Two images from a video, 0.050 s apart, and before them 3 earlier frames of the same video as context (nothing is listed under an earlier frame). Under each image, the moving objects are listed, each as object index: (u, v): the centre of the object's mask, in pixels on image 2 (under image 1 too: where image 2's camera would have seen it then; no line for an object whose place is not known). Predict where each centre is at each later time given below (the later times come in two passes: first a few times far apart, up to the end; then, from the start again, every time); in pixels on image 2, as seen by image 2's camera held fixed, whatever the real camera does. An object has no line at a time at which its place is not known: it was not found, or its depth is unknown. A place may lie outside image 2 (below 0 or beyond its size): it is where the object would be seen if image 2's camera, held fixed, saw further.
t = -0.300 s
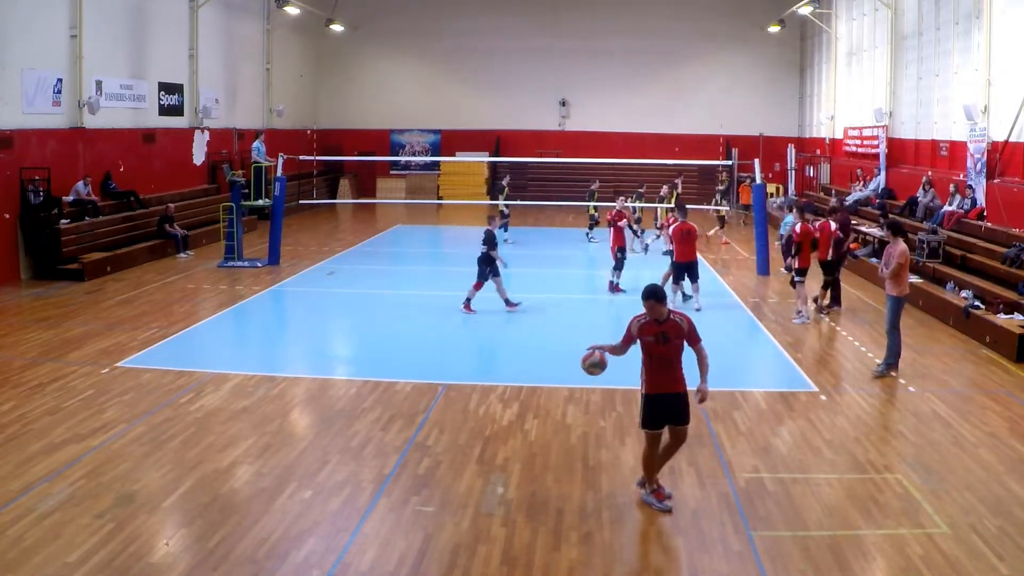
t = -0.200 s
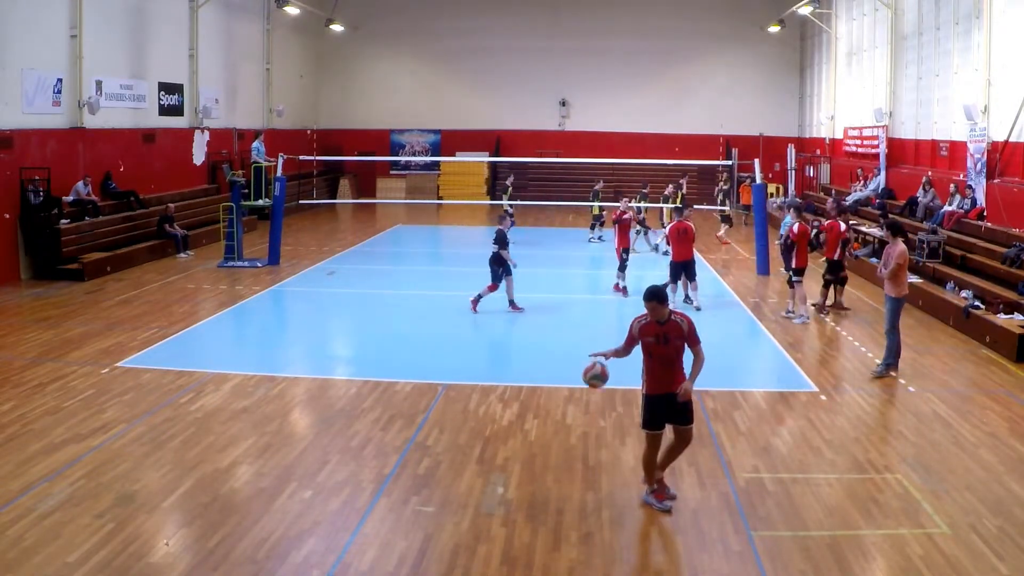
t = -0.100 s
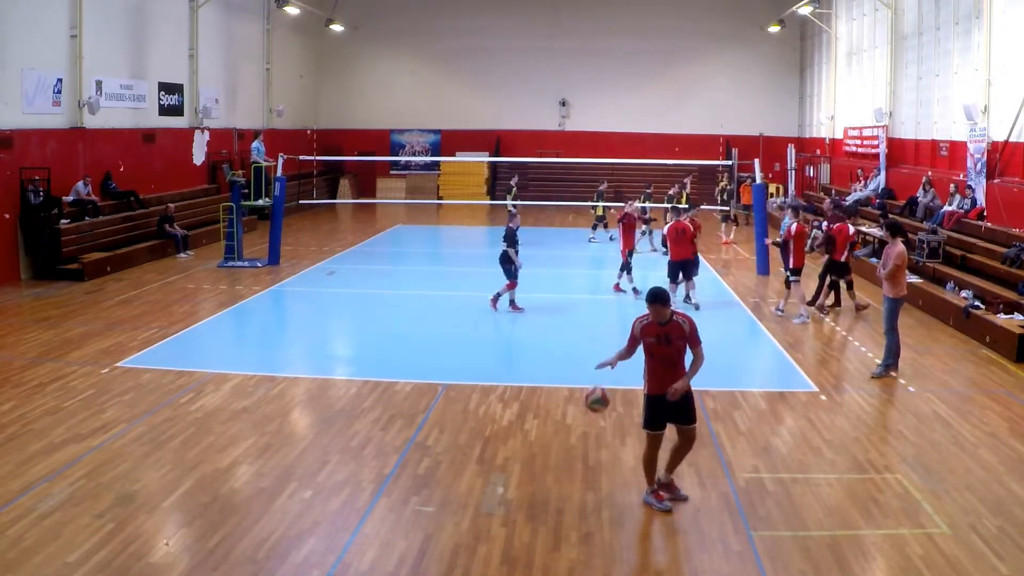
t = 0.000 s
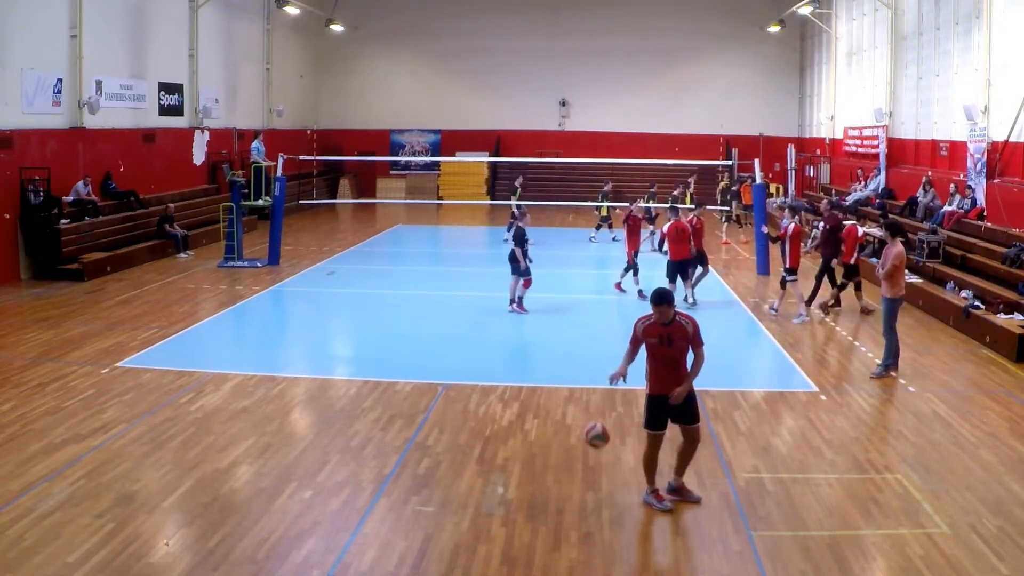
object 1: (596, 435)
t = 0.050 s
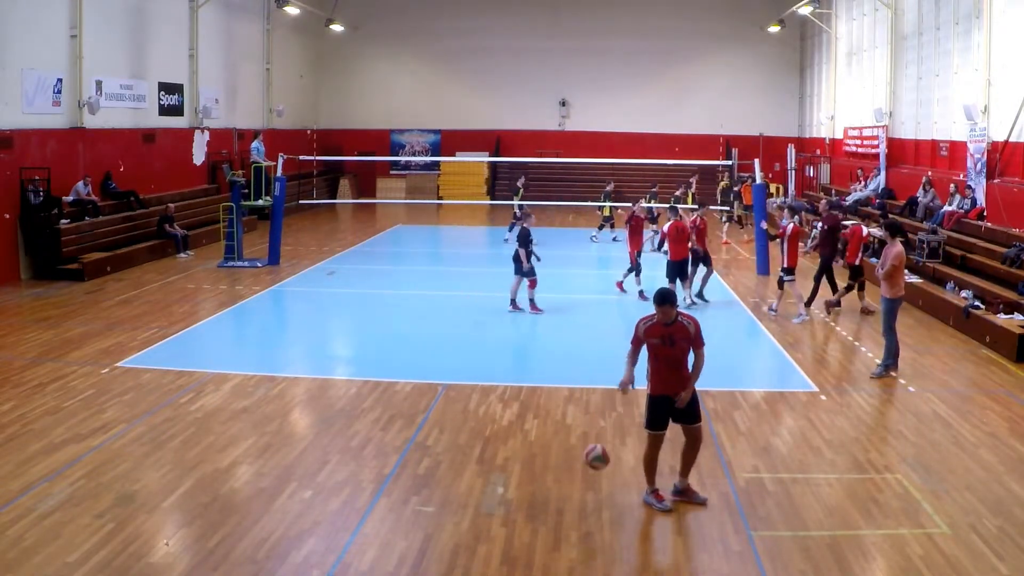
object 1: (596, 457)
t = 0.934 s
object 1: (609, 486)
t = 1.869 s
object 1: (623, 451)
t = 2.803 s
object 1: (634, 471)
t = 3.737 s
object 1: (643, 488)
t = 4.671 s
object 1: (647, 488)
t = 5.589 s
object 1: (636, 493)
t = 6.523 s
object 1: (627, 496)
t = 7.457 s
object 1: (626, 495)
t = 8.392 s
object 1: (626, 494)
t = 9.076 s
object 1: (627, 494)
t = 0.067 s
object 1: (596, 464)
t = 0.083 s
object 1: (596, 472)
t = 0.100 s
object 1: (596, 481)
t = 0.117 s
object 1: (596, 489)
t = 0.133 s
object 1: (596, 498)
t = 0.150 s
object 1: (596, 498)
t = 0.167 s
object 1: (597, 491)
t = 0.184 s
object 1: (598, 484)
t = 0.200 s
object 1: (598, 477)
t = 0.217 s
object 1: (599, 470)
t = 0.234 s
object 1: (599, 465)
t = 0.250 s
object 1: (600, 458)
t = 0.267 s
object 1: (601, 453)
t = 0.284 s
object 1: (600, 448)
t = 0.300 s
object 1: (601, 442)
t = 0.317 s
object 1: (601, 438)
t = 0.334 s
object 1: (602, 433)
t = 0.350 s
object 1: (602, 430)
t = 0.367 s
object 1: (603, 426)
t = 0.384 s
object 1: (603, 423)
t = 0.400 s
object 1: (603, 420)
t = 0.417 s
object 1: (604, 417)
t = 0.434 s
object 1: (604, 414)
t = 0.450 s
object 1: (605, 412)
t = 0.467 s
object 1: (605, 410)
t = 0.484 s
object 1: (605, 409)
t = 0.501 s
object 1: (606, 407)
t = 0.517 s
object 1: (606, 406)
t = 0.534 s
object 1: (606, 406)
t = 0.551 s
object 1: (606, 406)
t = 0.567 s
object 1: (607, 406)
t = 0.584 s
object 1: (607, 406)
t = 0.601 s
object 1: (607, 407)
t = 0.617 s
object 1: (607, 408)
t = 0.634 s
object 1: (607, 409)
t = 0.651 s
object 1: (608, 411)
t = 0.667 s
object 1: (608, 413)
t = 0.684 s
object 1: (608, 415)
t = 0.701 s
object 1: (608, 418)
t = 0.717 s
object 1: (609, 421)
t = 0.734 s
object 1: (609, 424)
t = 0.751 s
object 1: (609, 427)
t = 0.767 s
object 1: (609, 431)
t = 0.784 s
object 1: (609, 436)
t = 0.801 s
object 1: (609, 440)
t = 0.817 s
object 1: (609, 445)
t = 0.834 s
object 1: (609, 450)
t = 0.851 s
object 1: (609, 456)
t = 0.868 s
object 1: (609, 461)
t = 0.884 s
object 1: (609, 467)
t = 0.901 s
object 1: (609, 474)
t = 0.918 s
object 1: (609, 480)
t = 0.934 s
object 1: (609, 486)
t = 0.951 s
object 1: (609, 493)
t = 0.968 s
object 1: (609, 495)
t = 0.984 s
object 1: (610, 490)
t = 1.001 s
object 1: (610, 484)
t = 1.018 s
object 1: (610, 479)
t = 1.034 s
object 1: (611, 474)
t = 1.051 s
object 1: (611, 469)
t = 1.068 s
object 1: (611, 465)
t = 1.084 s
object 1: (612, 460)
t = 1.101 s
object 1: (612, 456)
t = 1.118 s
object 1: (613, 453)
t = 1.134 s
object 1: (613, 449)
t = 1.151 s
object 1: (613, 446)
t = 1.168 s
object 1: (614, 443)
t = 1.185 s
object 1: (614, 441)
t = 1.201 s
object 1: (614, 439)
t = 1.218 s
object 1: (614, 437)
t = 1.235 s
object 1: (615, 436)
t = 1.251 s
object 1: (615, 435)
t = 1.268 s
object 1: (616, 434)
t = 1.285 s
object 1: (616, 434)
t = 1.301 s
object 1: (616, 434)
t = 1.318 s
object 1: (616, 434)
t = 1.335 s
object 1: (616, 434)
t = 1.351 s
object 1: (616, 435)
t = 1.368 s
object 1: (617, 435)
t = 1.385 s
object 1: (617, 437)
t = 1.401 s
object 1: (618, 439)
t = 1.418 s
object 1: (617, 441)
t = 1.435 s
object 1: (618, 443)
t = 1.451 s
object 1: (618, 446)
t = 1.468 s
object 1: (618, 448)
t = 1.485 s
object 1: (618, 452)
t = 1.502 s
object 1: (618, 456)
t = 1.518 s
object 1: (618, 459)
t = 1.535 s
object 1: (618, 463)
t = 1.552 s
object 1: (618, 468)
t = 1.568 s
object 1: (618, 472)
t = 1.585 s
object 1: (618, 477)
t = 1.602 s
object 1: (618, 482)
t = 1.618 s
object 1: (618, 488)
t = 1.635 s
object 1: (618, 493)
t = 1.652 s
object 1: (619, 490)
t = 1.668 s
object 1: (619, 485)
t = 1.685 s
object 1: (619, 480)
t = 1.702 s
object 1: (620, 476)
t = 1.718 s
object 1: (620, 473)
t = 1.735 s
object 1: (621, 469)
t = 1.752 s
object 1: (621, 465)
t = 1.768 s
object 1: (621, 463)
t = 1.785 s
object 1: (621, 460)
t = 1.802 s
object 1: (622, 457)
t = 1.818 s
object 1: (622, 455)
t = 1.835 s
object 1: (622, 453)
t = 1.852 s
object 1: (622, 452)
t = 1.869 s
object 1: (623, 451)
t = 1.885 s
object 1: (623, 450)
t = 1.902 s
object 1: (623, 450)
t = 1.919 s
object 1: (623, 449)
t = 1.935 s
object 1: (623, 449)
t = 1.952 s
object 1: (624, 450)
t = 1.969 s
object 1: (624, 450)
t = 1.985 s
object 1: (624, 451)
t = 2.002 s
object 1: (624, 453)
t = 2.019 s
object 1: (624, 454)
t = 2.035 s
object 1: (625, 456)
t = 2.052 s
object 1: (625, 458)
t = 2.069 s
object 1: (625, 460)
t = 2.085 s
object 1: (625, 463)
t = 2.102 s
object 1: (625, 466)
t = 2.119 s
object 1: (625, 471)
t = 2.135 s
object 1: (625, 474)
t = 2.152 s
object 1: (625, 478)
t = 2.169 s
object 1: (625, 482)
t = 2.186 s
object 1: (625, 486)
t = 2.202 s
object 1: (625, 491)
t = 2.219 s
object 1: (625, 488)
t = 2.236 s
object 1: (625, 484)
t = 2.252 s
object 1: (626, 480)
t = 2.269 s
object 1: (626, 477)
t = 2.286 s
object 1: (626, 474)
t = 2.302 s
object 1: (627, 471)
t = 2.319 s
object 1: (627, 469)
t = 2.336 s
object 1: (628, 466)
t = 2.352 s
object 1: (628, 465)
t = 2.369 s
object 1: (628, 463)
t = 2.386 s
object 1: (629, 462)
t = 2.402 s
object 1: (629, 461)
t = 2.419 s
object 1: (629, 460)
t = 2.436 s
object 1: (630, 460)
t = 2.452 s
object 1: (630, 460)
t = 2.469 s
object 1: (630, 460)
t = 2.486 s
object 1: (630, 460)
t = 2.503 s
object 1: (631, 461)
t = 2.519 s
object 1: (631, 462)
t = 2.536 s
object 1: (631, 463)
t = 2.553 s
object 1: (631, 465)
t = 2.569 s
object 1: (631, 467)
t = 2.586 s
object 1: (631, 470)
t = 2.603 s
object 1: (631, 472)
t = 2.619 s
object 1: (632, 475)
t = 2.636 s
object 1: (632, 478)
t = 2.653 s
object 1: (632, 482)
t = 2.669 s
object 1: (632, 486)
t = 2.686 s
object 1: (632, 489)
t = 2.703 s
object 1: (632, 486)
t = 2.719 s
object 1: (633, 482)
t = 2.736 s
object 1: (633, 480)
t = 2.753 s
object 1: (633, 477)
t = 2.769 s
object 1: (634, 475)
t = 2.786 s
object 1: (634, 473)
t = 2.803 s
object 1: (634, 471)
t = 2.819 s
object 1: (635, 469)
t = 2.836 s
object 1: (635, 468)
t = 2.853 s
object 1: (635, 468)
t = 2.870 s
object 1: (635, 467)
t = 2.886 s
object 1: (635, 467)
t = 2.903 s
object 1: (636, 467)
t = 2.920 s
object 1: (636, 467)
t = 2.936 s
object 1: (636, 468)
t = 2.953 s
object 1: (636, 469)
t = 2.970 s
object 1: (636, 470)
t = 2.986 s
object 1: (636, 472)
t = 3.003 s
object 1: (636, 474)
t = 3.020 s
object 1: (637, 476)
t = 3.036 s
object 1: (637, 478)
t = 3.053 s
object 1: (637, 481)
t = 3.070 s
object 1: (636, 484)
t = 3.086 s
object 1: (637, 487)
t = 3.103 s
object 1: (637, 487)
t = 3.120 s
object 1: (637, 484)
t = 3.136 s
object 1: (637, 482)
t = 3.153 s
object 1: (638, 479)
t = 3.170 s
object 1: (638, 477)
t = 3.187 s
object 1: (638, 476)
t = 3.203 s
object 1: (638, 475)
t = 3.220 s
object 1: (639, 474)
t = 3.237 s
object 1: (639, 473)
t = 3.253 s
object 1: (639, 473)
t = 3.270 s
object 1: (639, 473)
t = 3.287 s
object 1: (639, 473)
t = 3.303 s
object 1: (640, 473)
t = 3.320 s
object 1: (640, 474)
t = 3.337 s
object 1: (640, 475)
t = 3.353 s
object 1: (640, 476)
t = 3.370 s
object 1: (640, 478)
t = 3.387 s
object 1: (640, 480)
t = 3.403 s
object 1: (640, 482)
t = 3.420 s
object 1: (640, 484)
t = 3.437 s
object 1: (640, 488)
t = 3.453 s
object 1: (640, 487)
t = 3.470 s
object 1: (641, 484)
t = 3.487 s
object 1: (641, 482)
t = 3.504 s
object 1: (641, 480)
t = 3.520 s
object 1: (641, 479)
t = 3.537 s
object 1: (642, 478)
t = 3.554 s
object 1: (642, 477)
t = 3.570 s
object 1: (642, 477)
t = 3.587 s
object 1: (642, 476)
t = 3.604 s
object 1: (642, 476)
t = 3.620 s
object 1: (643, 477)
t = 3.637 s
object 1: (643, 478)
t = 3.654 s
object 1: (643, 479)
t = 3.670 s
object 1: (643, 480)
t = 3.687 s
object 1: (643, 481)
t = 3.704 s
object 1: (643, 483)
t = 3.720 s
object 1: (643, 485)
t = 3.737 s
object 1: (643, 488)
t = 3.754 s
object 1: (643, 487)
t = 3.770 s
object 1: (644, 485)
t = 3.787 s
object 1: (644, 483)
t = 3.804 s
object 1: (644, 482)
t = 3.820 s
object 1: (644, 481)
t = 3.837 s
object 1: (644, 480)
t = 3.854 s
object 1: (644, 480)
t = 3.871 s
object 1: (645, 480)
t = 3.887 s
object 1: (645, 480)
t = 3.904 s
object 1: (645, 480)
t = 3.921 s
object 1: (645, 481)
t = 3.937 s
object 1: (645, 482)
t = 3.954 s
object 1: (645, 483)
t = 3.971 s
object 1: (645, 485)
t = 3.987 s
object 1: (645, 487)
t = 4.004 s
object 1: (645, 489)
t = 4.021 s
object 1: (645, 487)
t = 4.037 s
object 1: (645, 485)
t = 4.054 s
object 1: (646, 484)
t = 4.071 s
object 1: (646, 483)
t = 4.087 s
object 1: (646, 483)
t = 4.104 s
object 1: (646, 483)
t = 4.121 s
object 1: (646, 482)
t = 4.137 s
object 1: (646, 482)
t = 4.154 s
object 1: (646, 483)
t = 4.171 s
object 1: (646, 484)
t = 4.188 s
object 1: (646, 485)
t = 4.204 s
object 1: (646, 487)
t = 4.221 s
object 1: (646, 489)
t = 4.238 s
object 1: (646, 489)
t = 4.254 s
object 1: (646, 488)
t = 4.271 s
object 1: (647, 487)
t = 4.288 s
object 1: (647, 486)
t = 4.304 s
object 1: (647, 485)
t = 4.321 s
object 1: (647, 485)
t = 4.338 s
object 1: (647, 485)
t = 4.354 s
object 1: (647, 485)
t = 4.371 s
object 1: (647, 486)
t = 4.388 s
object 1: (647, 487)
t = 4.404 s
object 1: (647, 488)
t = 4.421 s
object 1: (647, 490)
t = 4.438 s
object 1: (647, 490)
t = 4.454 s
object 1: (647, 489)
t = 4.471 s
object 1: (647, 488)
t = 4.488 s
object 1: (647, 487)
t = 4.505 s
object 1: (647, 487)
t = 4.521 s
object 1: (647, 487)
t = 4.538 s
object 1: (647, 487)
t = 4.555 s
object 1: (647, 488)
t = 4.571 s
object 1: (647, 489)
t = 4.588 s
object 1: (647, 490)
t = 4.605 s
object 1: (647, 491)
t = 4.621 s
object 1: (647, 490)
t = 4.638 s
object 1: (647, 489)
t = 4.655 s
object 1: (647, 489)
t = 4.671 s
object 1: (647, 488)
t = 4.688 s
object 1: (647, 488)
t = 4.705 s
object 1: (647, 489)
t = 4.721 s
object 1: (647, 490)
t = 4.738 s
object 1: (646, 491)
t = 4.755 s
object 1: (646, 491)
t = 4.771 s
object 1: (646, 491)
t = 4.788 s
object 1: (646, 490)
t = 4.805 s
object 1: (646, 490)
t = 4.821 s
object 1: (646, 490)
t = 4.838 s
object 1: (646, 490)
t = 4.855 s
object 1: (646, 490)
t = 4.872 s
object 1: (646, 491)
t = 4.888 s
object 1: (646, 492)
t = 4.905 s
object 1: (645, 491)
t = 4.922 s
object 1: (645, 491)
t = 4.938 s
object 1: (645, 491)
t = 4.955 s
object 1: (645, 491)
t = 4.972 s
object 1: (645, 491)
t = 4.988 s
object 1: (645, 491)
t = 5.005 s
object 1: (644, 492)
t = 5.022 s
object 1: (644, 492)
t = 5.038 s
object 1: (644, 491)
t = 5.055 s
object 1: (644, 491)
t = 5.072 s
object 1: (644, 491)
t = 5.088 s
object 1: (644, 492)
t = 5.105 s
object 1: (643, 492)
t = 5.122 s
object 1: (643, 492)
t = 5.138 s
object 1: (643, 492)
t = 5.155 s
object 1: (643, 492)
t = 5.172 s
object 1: (642, 492)
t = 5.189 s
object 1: (642, 492)
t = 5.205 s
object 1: (642, 493)
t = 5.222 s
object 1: (642, 492)
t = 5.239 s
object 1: (642, 492)
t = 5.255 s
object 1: (641, 492)
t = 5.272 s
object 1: (641, 493)
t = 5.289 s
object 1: (641, 493)
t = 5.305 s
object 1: (640, 493)
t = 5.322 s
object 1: (640, 492)
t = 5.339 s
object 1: (640, 493)
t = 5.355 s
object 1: (640, 493)
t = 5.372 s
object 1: (639, 493)
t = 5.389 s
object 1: (639, 493)
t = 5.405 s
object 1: (639, 493)
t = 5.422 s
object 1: (638, 493)
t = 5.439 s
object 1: (638, 493)
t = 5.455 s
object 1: (638, 493)
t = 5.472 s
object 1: (637, 493)
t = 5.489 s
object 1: (637, 493)
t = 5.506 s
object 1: (637, 493)
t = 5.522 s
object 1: (637, 493)
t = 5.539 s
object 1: (637, 493)
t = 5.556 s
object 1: (637, 493)
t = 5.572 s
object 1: (636, 493)
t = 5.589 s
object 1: (636, 493)
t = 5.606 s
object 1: (636, 493)
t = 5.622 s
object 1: (636, 494)
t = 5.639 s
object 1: (636, 494)
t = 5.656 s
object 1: (636, 494)
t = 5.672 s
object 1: (635, 494)
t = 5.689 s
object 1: (635, 494)
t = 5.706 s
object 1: (635, 494)
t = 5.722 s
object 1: (634, 494)
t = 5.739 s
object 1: (634, 494)
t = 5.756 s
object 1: (634, 494)
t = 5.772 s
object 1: (634, 494)
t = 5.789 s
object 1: (634, 494)
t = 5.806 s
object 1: (633, 494)
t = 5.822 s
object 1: (633, 494)
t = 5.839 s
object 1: (633, 494)
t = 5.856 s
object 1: (633, 494)
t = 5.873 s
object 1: (633, 494)
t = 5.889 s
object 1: (633, 494)
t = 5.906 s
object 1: (632, 494)
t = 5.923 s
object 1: (632, 494)
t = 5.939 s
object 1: (632, 494)
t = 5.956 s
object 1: (632, 494)
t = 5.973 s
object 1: (632, 495)
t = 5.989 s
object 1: (632, 495)
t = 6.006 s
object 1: (631, 495)
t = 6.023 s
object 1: (631, 495)
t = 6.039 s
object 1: (631, 495)
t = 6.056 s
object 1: (631, 495)
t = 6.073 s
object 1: (631, 495)
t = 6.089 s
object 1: (631, 495)
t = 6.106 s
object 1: (630, 495)
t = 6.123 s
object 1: (630, 495)
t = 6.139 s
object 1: (630, 495)
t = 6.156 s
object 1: (630, 495)
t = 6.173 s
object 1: (630, 495)
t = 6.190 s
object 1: (630, 495)
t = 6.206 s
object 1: (630, 495)
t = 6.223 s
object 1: (629, 495)
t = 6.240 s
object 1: (629, 495)
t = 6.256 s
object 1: (629, 495)
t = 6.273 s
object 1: (629, 495)
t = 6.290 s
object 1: (629, 495)
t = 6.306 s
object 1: (629, 496)
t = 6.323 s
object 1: (629, 496)
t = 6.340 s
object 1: (628, 496)
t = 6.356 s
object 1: (628, 496)
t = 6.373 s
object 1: (628, 496)
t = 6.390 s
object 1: (628, 496)
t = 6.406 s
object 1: (628, 496)
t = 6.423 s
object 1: (628, 496)
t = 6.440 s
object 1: (628, 496)
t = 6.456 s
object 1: (628, 496)
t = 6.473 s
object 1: (627, 496)
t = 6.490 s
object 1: (627, 496)
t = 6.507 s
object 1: (628, 496)
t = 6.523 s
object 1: (627, 496)
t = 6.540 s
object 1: (627, 496)
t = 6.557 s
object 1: (627, 496)
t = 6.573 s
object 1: (627, 496)
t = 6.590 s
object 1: (627, 496)
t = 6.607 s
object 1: (627, 496)
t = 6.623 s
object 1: (627, 496)
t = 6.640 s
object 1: (627, 496)
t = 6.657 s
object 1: (627, 496)
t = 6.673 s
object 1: (627, 496)
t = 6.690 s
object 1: (627, 496)
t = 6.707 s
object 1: (627, 496)
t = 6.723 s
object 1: (627, 496)
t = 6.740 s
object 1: (627, 496)
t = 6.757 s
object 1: (627, 496)
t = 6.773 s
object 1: (627, 496)
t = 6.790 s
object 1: (627, 496)
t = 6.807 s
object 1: (627, 496)
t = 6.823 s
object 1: (627, 496)
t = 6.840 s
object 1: (627, 496)
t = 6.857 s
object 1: (626, 496)
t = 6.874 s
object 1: (626, 496)
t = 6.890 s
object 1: (626, 496)
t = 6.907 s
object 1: (626, 496)
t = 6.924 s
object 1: (626, 496)
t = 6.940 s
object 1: (626, 496)
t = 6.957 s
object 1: (626, 496)
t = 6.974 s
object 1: (626, 496)
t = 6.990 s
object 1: (626, 496)
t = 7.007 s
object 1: (626, 496)
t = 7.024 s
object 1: (626, 496)
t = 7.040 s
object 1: (626, 496)
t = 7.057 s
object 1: (626, 496)
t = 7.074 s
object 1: (626, 496)
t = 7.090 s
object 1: (626, 496)
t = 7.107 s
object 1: (626, 496)
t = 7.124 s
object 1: (626, 496)
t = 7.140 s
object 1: (626, 496)
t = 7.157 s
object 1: (626, 496)
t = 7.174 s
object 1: (626, 496)
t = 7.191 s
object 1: (626, 496)
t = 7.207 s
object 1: (626, 495)
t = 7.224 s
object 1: (626, 495)
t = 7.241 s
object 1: (626, 495)
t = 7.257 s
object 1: (626, 495)
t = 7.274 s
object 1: (626, 495)
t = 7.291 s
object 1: (626, 495)
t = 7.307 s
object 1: (626, 495)
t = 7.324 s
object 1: (626, 495)
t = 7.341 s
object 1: (626, 495)
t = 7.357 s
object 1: (626, 495)
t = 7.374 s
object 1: (626, 495)
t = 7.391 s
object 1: (626, 495)
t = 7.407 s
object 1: (626, 495)
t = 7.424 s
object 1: (626, 495)
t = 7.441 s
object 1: (626, 495)
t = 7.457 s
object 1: (626, 495)
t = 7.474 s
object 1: (626, 495)
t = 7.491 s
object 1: (626, 495)
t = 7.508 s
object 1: (626, 495)
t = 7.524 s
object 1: (626, 495)
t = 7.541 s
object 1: (626, 495)
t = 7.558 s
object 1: (626, 495)
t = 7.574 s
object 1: (626, 495)
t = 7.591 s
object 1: (626, 495)
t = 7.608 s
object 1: (626, 495)
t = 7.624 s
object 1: (626, 495)
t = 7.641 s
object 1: (626, 495)
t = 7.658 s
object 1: (626, 495)
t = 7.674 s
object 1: (626, 495)
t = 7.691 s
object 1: (626, 494)
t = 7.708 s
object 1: (626, 494)
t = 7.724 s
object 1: (626, 494)
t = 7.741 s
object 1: (626, 494)
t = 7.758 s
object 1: (626, 494)
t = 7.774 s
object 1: (626, 494)
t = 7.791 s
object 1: (626, 495)
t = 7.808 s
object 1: (626, 495)
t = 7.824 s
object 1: (626, 495)
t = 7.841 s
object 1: (626, 495)
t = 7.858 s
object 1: (626, 495)
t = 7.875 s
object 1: (626, 495)
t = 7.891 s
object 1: (626, 495)
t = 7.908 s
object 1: (626, 495)
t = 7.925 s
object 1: (626, 495)
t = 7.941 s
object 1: (626, 495)
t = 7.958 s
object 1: (626, 495)
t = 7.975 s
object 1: (626, 495)
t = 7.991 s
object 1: (626, 495)
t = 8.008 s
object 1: (626, 494)
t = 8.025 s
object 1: (626, 495)
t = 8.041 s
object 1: (626, 495)
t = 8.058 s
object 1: (626, 495)
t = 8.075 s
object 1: (626, 495)
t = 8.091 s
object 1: (626, 495)
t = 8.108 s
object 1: (626, 495)
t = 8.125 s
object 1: (626, 495)
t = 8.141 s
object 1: (626, 495)
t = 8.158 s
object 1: (626, 494)
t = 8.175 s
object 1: (626, 494)
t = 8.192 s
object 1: (626, 494)
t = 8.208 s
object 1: (626, 494)
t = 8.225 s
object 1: (626, 494)
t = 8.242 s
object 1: (626, 494)
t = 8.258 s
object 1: (626, 494)
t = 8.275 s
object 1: (626, 494)
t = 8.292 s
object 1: (626, 494)
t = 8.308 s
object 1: (626, 494)
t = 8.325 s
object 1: (626, 494)
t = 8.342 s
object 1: (626, 494)
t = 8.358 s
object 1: (626, 494)
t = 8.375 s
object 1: (626, 494)
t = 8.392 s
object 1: (626, 494)
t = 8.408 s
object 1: (626, 494)
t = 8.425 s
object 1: (626, 494)
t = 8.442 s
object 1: (626, 494)
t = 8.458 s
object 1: (626, 494)
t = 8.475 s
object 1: (625, 494)
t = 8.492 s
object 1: (625, 494)
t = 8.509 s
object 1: (625, 494)
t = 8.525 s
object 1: (626, 494)
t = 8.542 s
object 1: (626, 494)
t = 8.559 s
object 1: (626, 494)
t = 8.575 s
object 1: (626, 494)
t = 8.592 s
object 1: (626, 494)
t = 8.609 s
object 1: (626, 494)
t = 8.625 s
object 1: (626, 494)
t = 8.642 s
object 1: (626, 494)
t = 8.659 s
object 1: (626, 494)
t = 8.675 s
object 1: (626, 494)
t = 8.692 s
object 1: (626, 494)
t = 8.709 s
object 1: (626, 494)
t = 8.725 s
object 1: (626, 494)
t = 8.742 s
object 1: (626, 494)
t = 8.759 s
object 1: (626, 494)
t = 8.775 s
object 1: (626, 494)
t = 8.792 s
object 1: (626, 494)
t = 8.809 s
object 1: (626, 494)
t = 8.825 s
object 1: (626, 494)
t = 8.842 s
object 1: (626, 494)
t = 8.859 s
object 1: (626, 494)
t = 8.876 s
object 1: (626, 494)
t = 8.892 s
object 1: (627, 494)
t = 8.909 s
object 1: (627, 494)
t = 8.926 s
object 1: (627, 494)
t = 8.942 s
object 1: (627, 494)
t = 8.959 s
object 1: (627, 494)
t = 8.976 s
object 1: (627, 494)
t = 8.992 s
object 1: (627, 494)
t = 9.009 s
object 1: (627, 494)
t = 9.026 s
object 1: (627, 494)
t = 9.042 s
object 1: (627, 494)
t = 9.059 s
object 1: (627, 494)
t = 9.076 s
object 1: (627, 494)
